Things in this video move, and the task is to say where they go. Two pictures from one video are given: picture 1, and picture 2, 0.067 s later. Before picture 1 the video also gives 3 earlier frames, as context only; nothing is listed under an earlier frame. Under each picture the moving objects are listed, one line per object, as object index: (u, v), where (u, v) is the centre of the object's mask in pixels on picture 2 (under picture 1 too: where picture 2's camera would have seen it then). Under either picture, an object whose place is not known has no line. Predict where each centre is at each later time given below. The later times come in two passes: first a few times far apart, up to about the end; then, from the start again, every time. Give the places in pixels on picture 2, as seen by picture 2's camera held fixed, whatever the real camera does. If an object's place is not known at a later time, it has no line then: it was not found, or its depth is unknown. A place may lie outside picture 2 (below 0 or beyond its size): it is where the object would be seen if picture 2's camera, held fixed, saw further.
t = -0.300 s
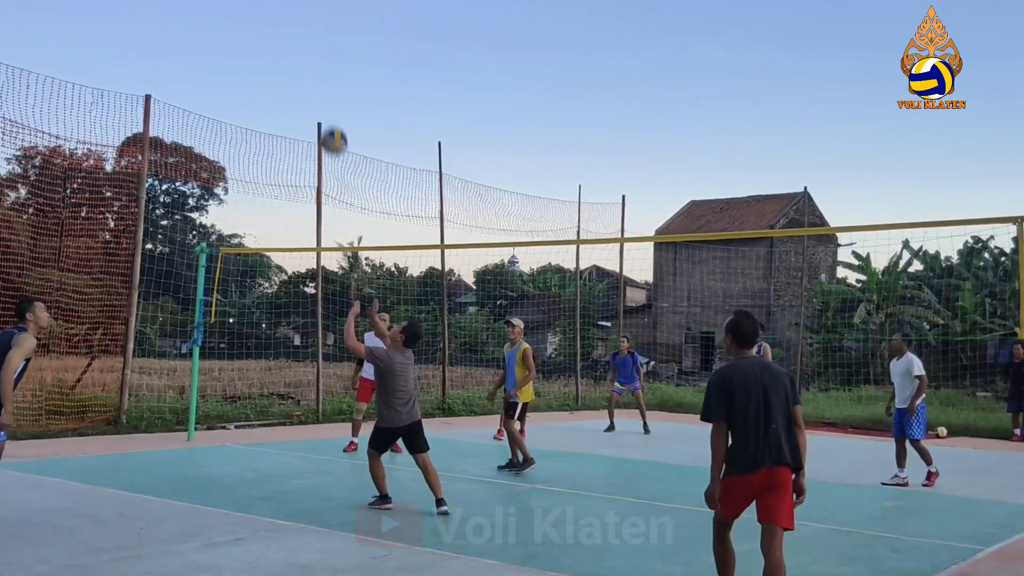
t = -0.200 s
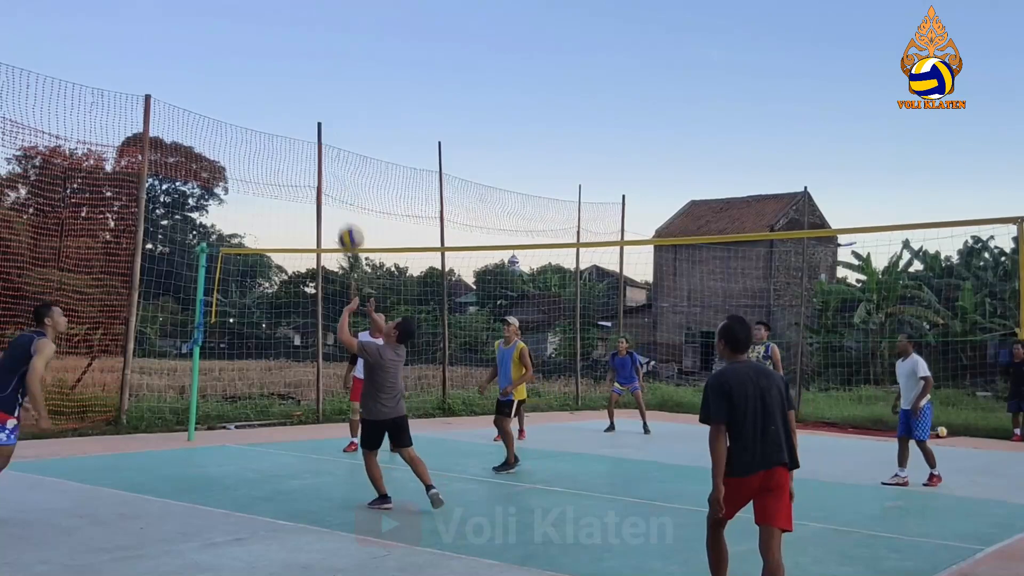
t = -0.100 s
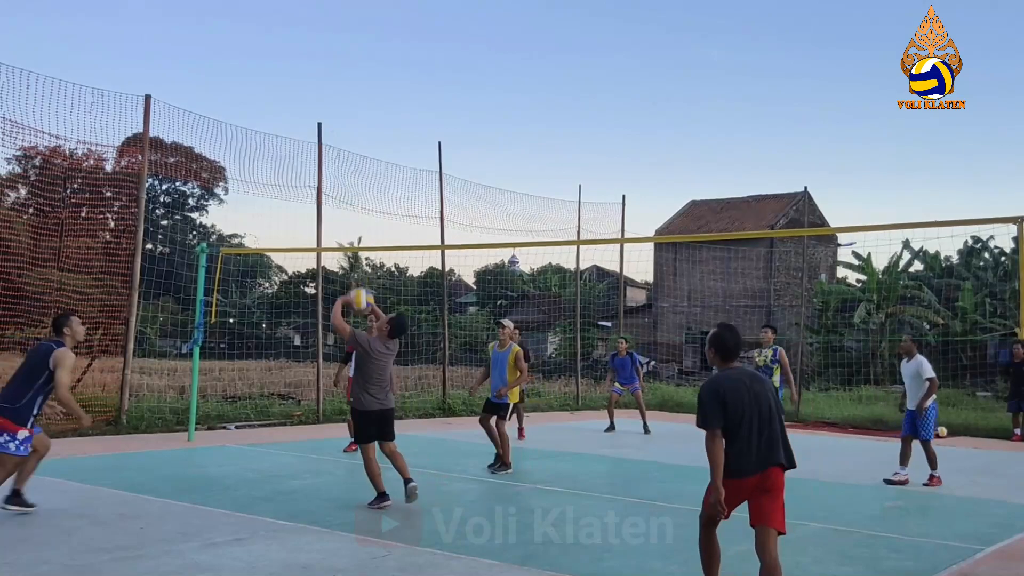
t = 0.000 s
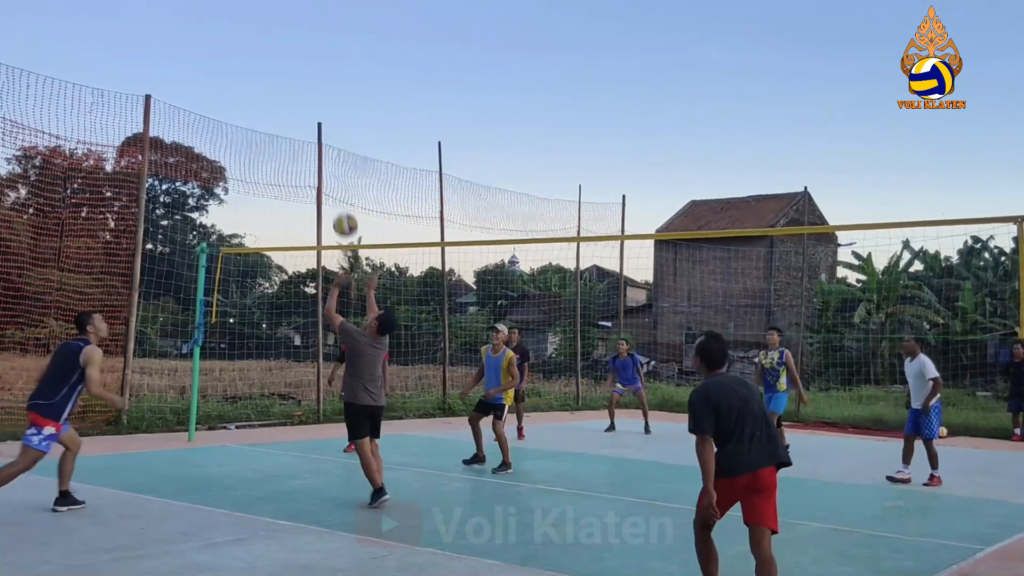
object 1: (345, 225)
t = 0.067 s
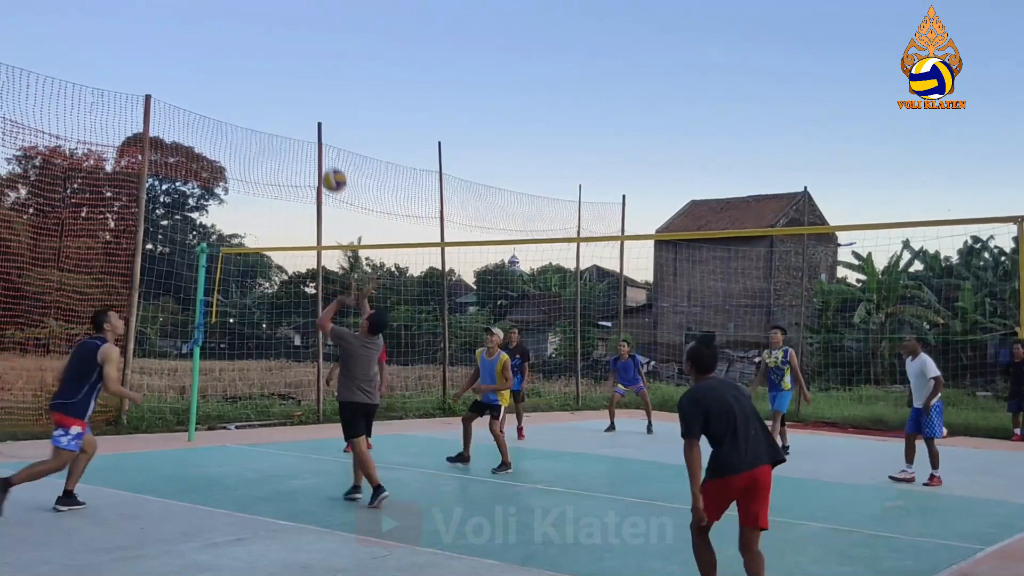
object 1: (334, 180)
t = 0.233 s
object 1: (304, 96)
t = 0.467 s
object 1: (262, 39)
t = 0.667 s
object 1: (231, 37)
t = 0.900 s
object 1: (195, 81)
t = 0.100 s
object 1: (329, 160)
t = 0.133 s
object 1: (322, 142)
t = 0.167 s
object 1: (316, 125)
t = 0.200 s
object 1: (310, 110)
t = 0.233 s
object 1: (304, 96)
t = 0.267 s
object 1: (298, 84)
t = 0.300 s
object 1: (292, 73)
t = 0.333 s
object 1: (286, 64)
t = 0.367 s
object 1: (280, 56)
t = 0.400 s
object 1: (274, 49)
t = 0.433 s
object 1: (268, 44)
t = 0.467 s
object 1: (262, 39)
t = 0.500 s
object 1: (257, 36)
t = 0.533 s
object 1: (252, 34)
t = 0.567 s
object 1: (247, 33)
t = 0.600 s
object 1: (241, 33)
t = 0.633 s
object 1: (236, 35)
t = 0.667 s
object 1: (231, 37)
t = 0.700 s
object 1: (226, 40)
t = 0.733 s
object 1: (220, 44)
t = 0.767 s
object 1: (215, 50)
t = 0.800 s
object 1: (210, 56)
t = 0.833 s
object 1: (205, 64)
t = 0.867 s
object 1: (200, 72)
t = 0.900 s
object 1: (195, 81)
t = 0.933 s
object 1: (189, 91)
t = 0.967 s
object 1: (184, 102)
